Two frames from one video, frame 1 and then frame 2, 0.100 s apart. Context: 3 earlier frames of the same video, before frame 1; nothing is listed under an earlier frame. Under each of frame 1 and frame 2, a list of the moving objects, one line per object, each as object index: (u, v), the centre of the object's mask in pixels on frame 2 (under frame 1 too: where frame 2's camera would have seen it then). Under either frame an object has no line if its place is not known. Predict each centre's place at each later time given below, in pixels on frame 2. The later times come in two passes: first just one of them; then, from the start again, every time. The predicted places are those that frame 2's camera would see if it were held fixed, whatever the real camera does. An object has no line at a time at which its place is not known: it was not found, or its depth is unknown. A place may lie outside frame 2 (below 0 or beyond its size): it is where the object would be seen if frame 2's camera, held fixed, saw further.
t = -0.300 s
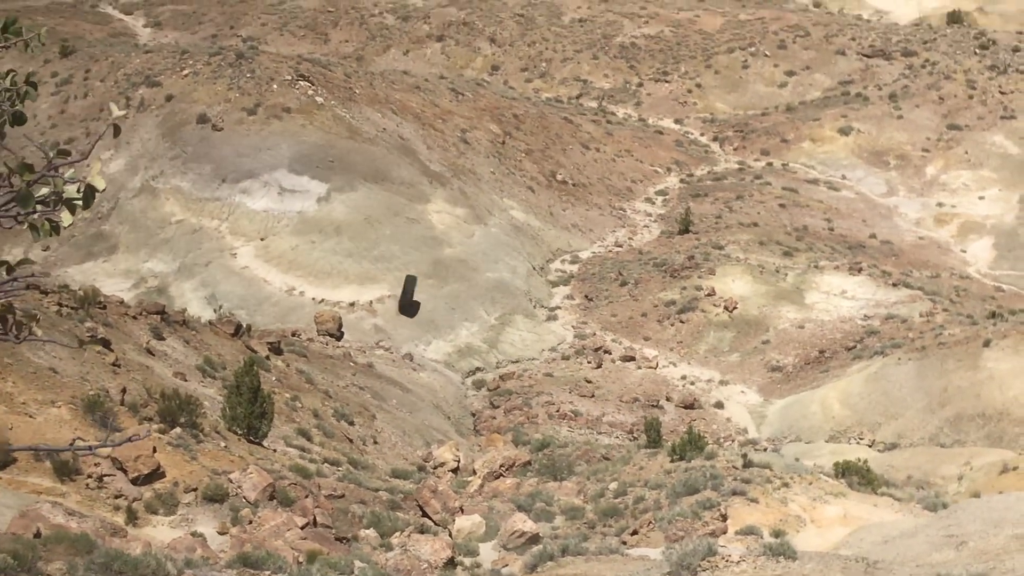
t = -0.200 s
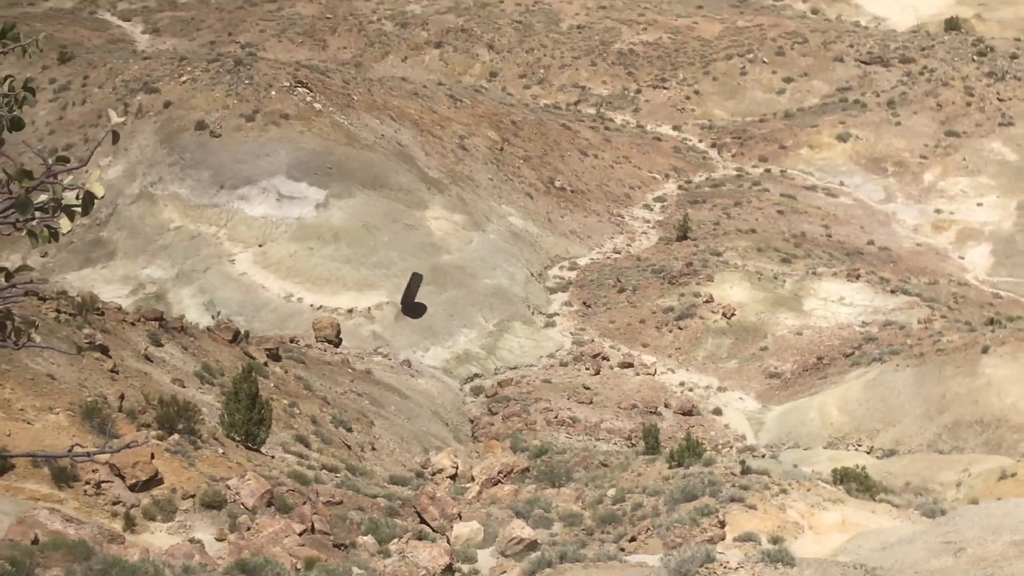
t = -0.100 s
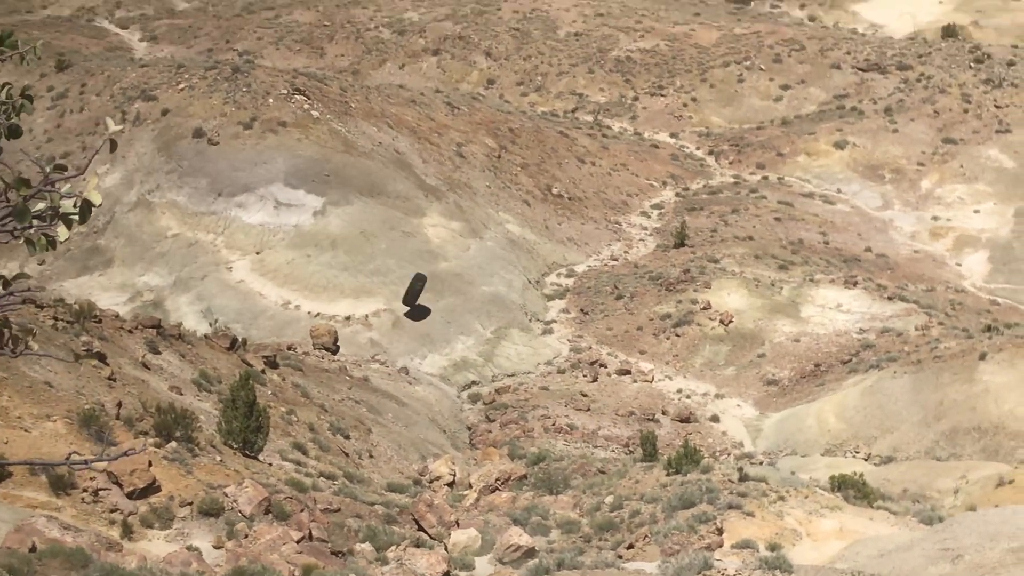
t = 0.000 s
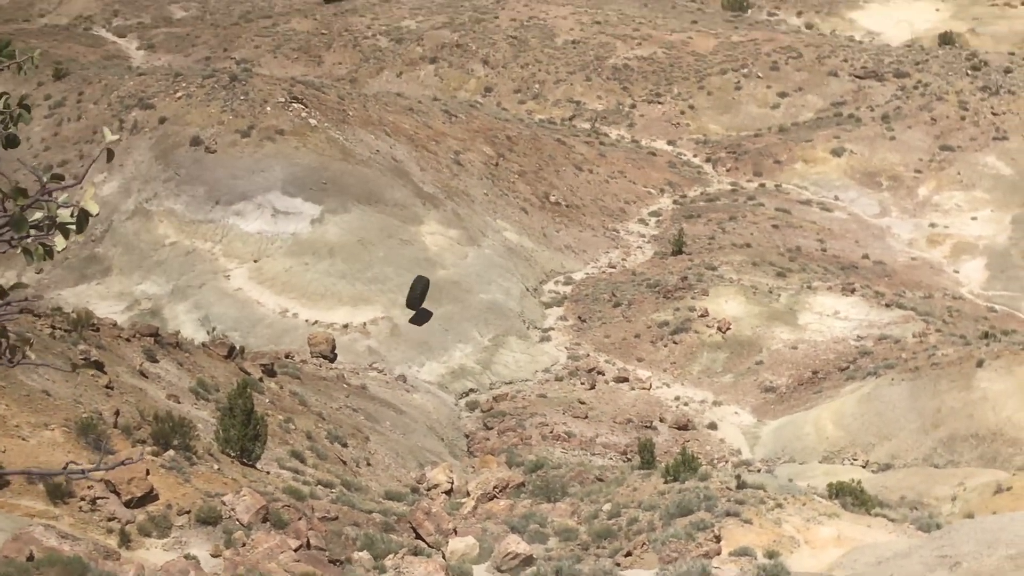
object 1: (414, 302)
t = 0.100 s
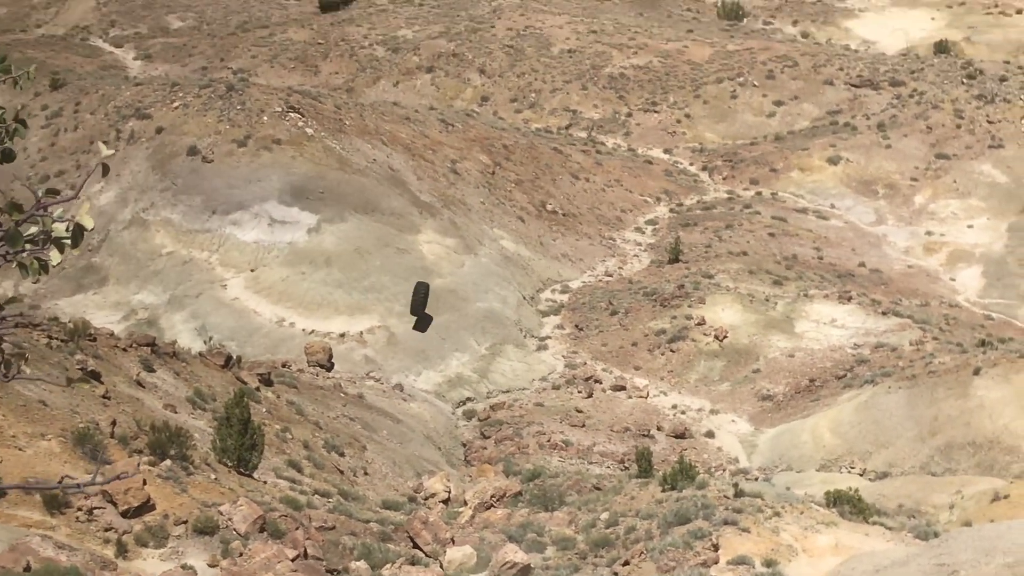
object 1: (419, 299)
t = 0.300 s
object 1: (430, 297)
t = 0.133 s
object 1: (421, 298)
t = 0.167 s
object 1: (423, 298)
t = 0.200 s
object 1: (424, 297)
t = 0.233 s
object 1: (426, 297)
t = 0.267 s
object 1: (428, 297)
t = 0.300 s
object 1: (430, 297)
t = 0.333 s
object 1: (431, 297)
